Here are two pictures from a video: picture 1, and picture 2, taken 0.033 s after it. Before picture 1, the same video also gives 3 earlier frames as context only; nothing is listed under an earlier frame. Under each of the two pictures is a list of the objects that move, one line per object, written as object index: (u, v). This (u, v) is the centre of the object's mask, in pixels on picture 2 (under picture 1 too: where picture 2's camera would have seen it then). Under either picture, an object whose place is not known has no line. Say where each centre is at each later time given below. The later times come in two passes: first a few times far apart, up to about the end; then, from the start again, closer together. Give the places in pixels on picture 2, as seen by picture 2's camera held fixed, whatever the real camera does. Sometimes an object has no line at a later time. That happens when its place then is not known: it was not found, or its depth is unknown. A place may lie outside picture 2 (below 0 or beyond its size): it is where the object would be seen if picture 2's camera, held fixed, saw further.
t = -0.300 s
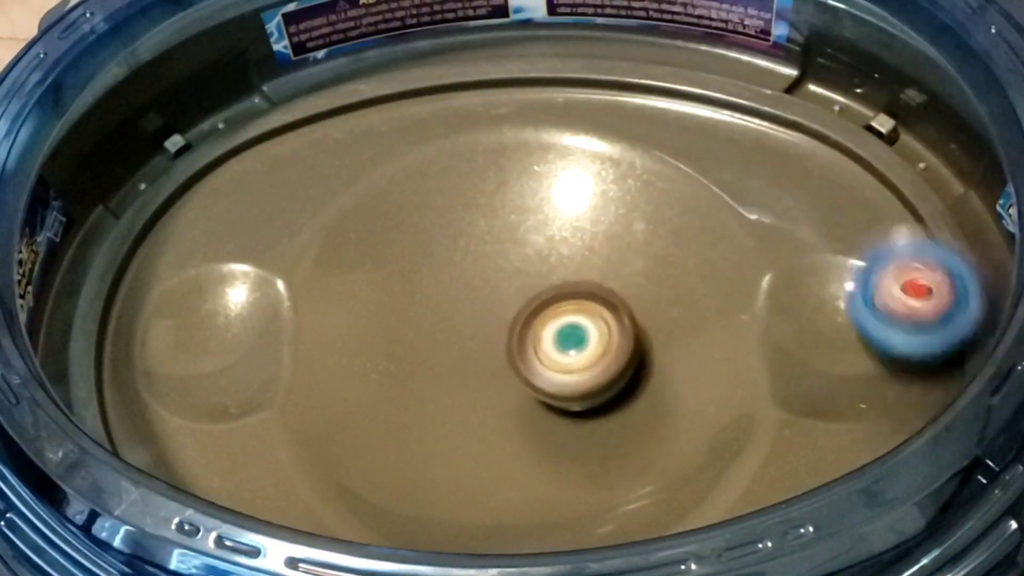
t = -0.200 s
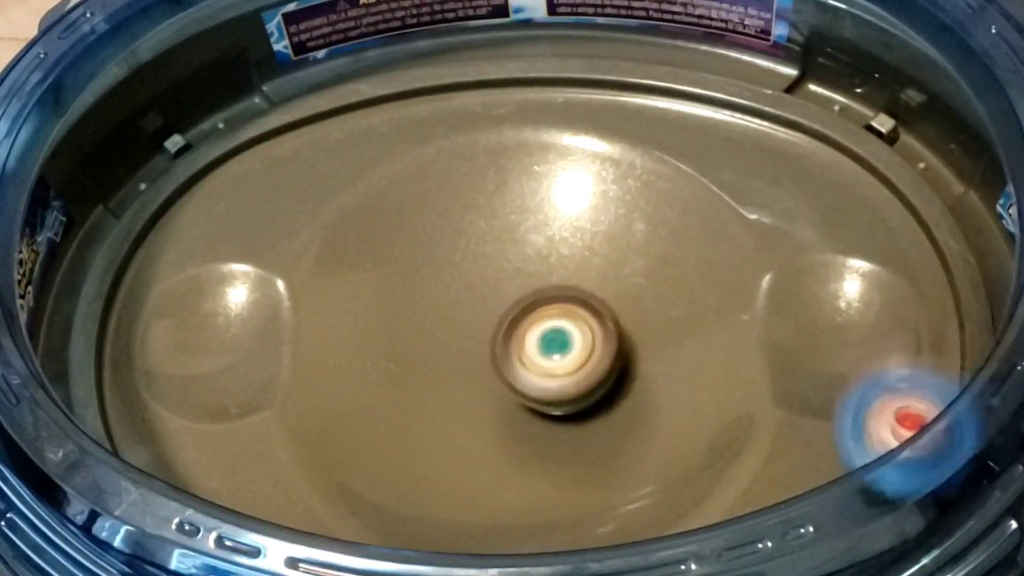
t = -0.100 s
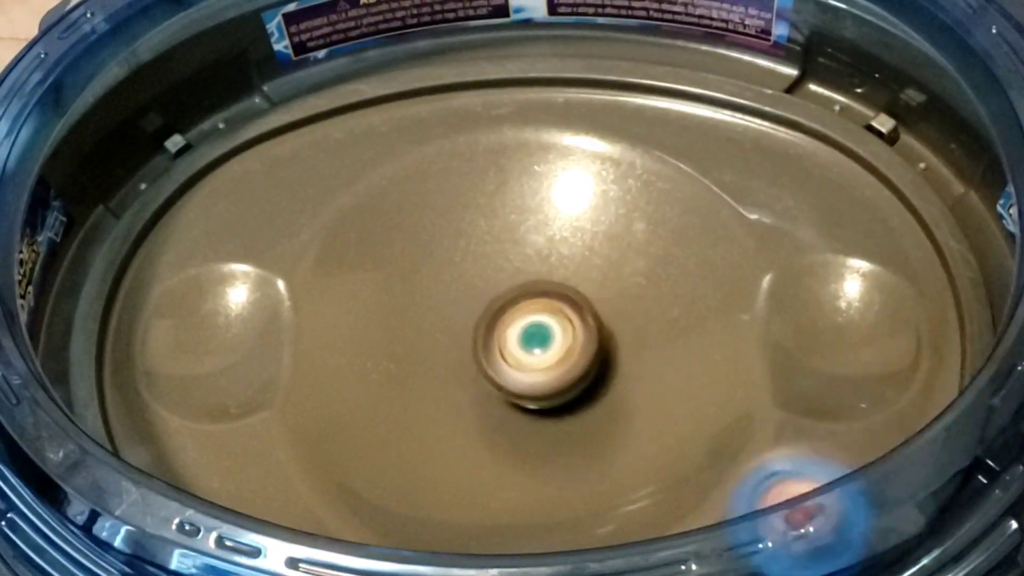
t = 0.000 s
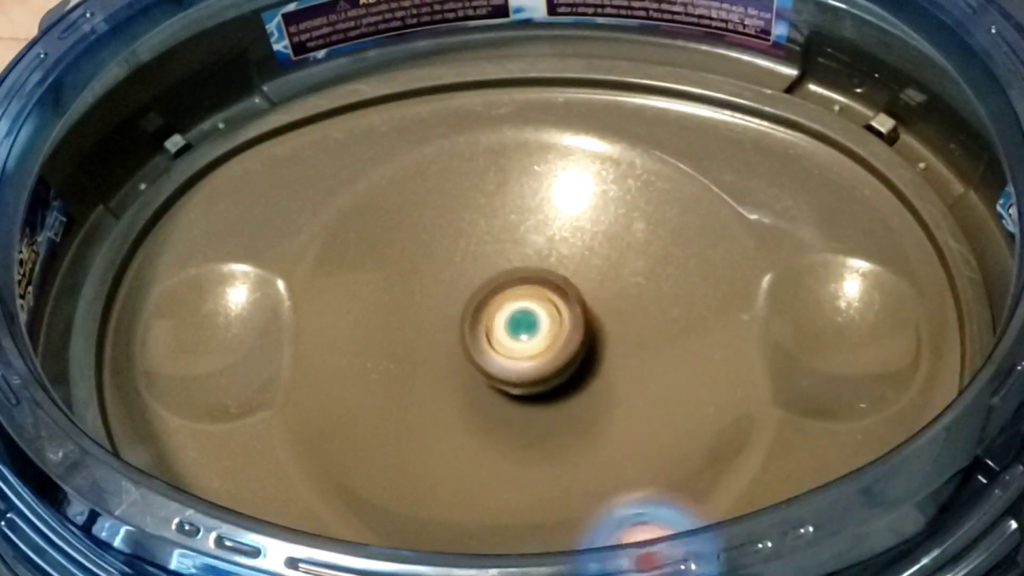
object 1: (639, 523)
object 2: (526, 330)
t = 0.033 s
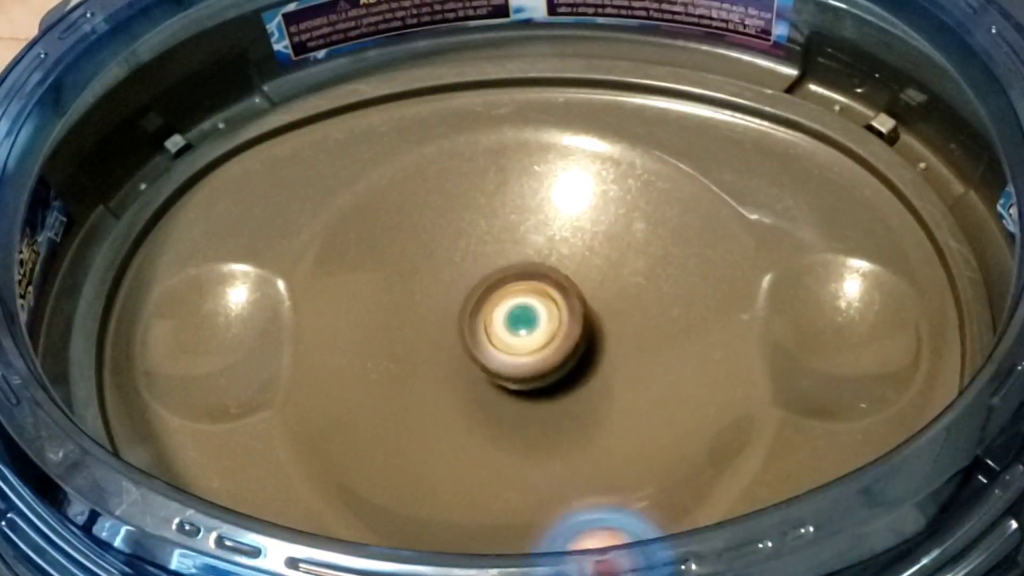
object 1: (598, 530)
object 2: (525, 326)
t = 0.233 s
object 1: (407, 497)
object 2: (534, 302)
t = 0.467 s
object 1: (424, 122)
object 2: (542, 315)
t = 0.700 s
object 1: (758, 272)
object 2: (516, 326)
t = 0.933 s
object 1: (725, 414)
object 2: (502, 320)
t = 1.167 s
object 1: (546, 488)
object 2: (369, 217)
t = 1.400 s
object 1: (475, 431)
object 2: (480, 224)
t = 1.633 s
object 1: (573, 448)
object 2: (566, 243)
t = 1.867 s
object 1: (563, 460)
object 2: (544, 341)
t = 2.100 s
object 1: (570, 479)
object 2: (457, 310)
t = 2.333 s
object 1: (620, 356)
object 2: (452, 306)
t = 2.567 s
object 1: (706, 292)
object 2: (483, 327)
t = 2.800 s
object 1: (629, 292)
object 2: (482, 381)
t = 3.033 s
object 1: (562, 261)
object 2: (486, 390)
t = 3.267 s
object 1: (479, 257)
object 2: (529, 386)
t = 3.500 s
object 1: (458, 288)
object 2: (561, 374)
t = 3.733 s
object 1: (438, 311)
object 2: (583, 358)
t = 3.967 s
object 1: (419, 331)
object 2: (582, 339)
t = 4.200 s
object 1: (446, 361)
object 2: (568, 311)
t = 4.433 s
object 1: (453, 403)
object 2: (562, 287)
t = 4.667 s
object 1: (529, 405)
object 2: (527, 282)
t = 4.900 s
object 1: (583, 401)
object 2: (497, 296)
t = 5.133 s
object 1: (598, 340)
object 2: (467, 323)
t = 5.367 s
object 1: (601, 281)
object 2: (460, 349)
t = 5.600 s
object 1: (548, 266)
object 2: (477, 380)
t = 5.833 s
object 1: (516, 259)
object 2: (499, 408)
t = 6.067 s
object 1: (460, 281)
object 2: (549, 418)
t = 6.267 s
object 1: (454, 303)
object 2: (576, 400)
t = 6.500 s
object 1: (444, 354)
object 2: (609, 352)
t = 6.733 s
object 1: (470, 376)
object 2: (597, 311)
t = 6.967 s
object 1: (525, 397)
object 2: (557, 277)
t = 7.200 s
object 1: (547, 386)
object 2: (506, 278)
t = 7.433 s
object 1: (611, 367)
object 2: (460, 308)
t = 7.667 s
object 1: (611, 346)
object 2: (455, 362)
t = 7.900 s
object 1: (550, 287)
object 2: (475, 408)
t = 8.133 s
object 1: (508, 261)
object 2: (535, 407)
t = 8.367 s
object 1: (479, 319)
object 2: (603, 371)
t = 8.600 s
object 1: (469, 388)
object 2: (614, 324)
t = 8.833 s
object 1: (518, 391)
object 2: (569, 288)
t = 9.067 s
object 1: (568, 374)
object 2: (495, 273)
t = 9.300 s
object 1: (568, 321)
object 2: (444, 307)
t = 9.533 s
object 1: (544, 286)
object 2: (444, 367)
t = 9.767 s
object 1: (535, 283)
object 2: (495, 414)
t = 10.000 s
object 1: (505, 327)
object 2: (585, 426)
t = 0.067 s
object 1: (560, 532)
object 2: (525, 321)
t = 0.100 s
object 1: (527, 531)
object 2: (525, 316)
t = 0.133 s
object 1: (500, 529)
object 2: (527, 312)
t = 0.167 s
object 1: (469, 522)
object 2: (529, 308)
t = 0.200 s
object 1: (438, 512)
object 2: (532, 304)
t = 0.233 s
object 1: (407, 497)
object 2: (534, 302)
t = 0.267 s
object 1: (380, 463)
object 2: (537, 303)
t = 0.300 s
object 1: (358, 415)
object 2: (538, 303)
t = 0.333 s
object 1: (348, 361)
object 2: (540, 304)
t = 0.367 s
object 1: (350, 300)
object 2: (542, 307)
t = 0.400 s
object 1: (362, 235)
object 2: (542, 310)
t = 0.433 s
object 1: (387, 175)
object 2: (542, 312)
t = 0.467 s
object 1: (424, 122)
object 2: (542, 315)
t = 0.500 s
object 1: (466, 79)
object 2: (540, 318)
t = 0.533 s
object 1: (510, 71)
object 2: (537, 322)
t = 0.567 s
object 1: (559, 100)
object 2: (533, 324)
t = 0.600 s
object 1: (613, 131)
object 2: (529, 325)
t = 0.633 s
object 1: (665, 169)
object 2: (524, 326)
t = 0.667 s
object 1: (713, 217)
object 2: (520, 326)
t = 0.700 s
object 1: (758, 272)
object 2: (516, 326)
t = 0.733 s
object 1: (800, 336)
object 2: (512, 326)
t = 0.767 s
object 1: (848, 379)
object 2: (508, 325)
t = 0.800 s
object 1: (896, 417)
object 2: (508, 324)
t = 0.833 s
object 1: (897, 434)
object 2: (503, 321)
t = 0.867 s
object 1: (831, 424)
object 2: (502, 320)
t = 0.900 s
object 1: (779, 421)
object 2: (502, 320)
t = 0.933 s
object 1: (725, 414)
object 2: (502, 320)
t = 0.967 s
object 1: (668, 413)
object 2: (502, 320)
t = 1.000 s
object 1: (604, 408)
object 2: (501, 320)
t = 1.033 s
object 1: (564, 406)
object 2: (489, 310)
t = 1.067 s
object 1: (564, 433)
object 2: (447, 283)
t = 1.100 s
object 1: (562, 463)
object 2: (409, 254)
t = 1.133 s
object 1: (556, 479)
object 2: (386, 235)
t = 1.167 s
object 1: (546, 488)
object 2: (369, 217)
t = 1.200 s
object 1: (532, 494)
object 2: (366, 207)
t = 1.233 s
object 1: (517, 495)
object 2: (375, 202)
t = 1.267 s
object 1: (502, 492)
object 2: (389, 199)
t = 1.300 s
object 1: (489, 484)
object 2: (409, 200)
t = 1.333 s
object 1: (479, 472)
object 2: (432, 204)
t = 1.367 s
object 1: (474, 453)
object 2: (457, 212)
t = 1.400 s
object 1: (475, 431)
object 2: (480, 224)
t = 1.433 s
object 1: (481, 408)
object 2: (505, 238)
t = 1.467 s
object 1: (492, 382)
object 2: (522, 254)
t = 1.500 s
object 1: (509, 382)
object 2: (537, 250)
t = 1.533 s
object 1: (527, 402)
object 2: (549, 238)
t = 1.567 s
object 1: (545, 419)
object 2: (557, 232)
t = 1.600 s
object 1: (561, 434)
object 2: (564, 233)
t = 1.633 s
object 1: (573, 448)
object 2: (566, 243)
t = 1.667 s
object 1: (583, 458)
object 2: (564, 255)
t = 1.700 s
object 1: (587, 466)
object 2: (563, 269)
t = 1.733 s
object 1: (588, 471)
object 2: (562, 283)
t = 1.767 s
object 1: (584, 473)
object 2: (559, 298)
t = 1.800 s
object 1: (577, 472)
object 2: (557, 315)
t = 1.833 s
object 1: (569, 466)
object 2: (550, 329)
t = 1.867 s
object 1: (563, 460)
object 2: (544, 341)
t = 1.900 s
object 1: (557, 455)
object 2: (538, 349)
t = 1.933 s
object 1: (568, 465)
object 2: (517, 342)
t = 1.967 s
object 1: (577, 476)
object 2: (496, 331)
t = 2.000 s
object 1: (579, 483)
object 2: (479, 321)
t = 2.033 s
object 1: (580, 485)
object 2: (467, 315)
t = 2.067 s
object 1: (575, 483)
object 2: (460, 312)
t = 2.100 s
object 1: (570, 479)
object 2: (457, 310)
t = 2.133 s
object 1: (566, 470)
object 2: (457, 309)
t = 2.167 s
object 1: (562, 456)
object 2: (459, 310)
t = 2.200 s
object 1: (559, 435)
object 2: (461, 310)
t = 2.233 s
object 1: (559, 414)
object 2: (465, 312)
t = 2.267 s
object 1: (563, 389)
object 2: (469, 312)
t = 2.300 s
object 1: (591, 371)
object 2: (460, 309)
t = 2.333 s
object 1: (620, 356)
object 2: (452, 306)
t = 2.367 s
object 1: (647, 339)
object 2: (448, 306)
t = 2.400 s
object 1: (671, 323)
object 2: (451, 306)
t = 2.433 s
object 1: (689, 310)
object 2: (455, 309)
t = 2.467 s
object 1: (703, 300)
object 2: (460, 312)
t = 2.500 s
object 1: (709, 294)
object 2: (467, 317)
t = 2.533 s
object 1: (711, 291)
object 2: (474, 321)
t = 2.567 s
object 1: (706, 292)
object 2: (483, 327)
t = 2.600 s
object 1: (695, 296)
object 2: (489, 332)
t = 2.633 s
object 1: (680, 301)
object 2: (496, 337)
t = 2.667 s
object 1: (661, 308)
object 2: (502, 342)
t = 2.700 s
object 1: (641, 315)
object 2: (507, 348)
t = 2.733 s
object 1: (631, 311)
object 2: (501, 358)
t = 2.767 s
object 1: (631, 301)
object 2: (490, 373)
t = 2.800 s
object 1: (629, 292)
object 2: (482, 381)
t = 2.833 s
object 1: (625, 286)
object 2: (478, 388)
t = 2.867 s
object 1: (618, 280)
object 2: (476, 391)
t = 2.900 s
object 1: (610, 274)
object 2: (475, 393)
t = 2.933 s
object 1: (601, 270)
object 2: (477, 393)
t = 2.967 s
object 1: (588, 266)
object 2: (479, 393)
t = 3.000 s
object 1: (576, 264)
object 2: (482, 392)
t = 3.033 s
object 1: (562, 261)
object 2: (486, 390)
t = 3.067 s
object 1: (549, 260)
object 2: (491, 389)
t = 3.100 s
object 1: (536, 261)
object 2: (496, 388)
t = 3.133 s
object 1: (523, 261)
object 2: (501, 387)
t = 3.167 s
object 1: (511, 260)
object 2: (508, 386)
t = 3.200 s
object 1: (499, 258)
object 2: (516, 387)
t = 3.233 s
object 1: (489, 257)
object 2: (522, 388)
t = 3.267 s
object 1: (479, 257)
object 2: (529, 386)
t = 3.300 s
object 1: (473, 259)
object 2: (533, 384)
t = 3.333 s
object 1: (468, 262)
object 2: (538, 383)
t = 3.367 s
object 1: (464, 266)
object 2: (544, 382)
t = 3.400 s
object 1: (460, 271)
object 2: (548, 380)
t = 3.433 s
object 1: (459, 277)
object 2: (552, 377)
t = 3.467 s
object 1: (458, 282)
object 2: (556, 376)
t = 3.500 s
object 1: (458, 288)
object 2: (561, 374)
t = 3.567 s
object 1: (455, 297)
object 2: (569, 369)
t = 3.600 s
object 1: (451, 301)
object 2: (572, 367)
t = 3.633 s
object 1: (447, 304)
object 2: (576, 365)
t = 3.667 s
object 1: (443, 307)
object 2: (580, 362)
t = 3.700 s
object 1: (440, 310)
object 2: (581, 360)
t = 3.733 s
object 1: (438, 311)
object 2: (583, 358)
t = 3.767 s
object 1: (435, 312)
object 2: (584, 355)
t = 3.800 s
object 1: (433, 313)
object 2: (584, 353)
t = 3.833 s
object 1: (430, 315)
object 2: (585, 350)
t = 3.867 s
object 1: (427, 318)
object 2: (585, 347)
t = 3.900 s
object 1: (423, 324)
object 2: (584, 345)
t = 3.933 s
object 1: (421, 328)
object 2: (583, 342)
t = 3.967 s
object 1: (419, 331)
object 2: (582, 339)
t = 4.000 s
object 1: (419, 335)
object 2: (580, 336)
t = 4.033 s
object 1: (421, 337)
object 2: (577, 333)
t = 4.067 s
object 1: (424, 340)
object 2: (575, 330)
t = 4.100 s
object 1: (428, 344)
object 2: (573, 327)
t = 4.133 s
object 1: (435, 347)
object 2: (571, 322)
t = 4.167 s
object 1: (443, 351)
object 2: (568, 318)
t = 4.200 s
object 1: (446, 361)
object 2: (568, 311)
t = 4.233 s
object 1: (445, 372)
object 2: (571, 302)
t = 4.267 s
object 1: (444, 381)
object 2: (573, 296)
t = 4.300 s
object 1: (444, 389)
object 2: (572, 291)
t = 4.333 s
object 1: (444, 396)
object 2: (571, 289)
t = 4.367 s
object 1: (446, 399)
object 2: (569, 288)
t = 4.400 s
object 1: (448, 401)
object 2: (565, 287)
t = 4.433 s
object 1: (453, 403)
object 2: (562, 287)
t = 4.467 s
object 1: (460, 403)
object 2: (559, 287)
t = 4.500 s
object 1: (468, 402)
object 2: (554, 287)
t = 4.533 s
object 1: (479, 400)
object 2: (550, 288)
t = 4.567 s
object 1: (491, 397)
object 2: (545, 288)
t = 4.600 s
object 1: (504, 397)
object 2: (539, 286)
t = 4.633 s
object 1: (518, 401)
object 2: (533, 283)
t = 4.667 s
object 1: (529, 405)
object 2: (527, 282)
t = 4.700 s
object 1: (539, 407)
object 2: (522, 282)
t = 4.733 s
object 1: (549, 409)
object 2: (517, 283)
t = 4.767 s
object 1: (558, 409)
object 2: (513, 285)
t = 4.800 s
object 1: (566, 408)
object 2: (508, 287)
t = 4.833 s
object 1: (574, 407)
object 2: (505, 290)
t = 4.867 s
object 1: (580, 404)
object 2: (501, 293)
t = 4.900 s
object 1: (583, 401)
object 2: (497, 296)
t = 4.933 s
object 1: (586, 396)
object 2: (493, 299)
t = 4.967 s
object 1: (588, 389)
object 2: (489, 302)
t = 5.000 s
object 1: (589, 381)
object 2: (485, 306)
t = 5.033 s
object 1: (590, 371)
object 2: (481, 310)
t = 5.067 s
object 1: (591, 361)
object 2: (477, 314)
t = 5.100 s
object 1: (595, 350)
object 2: (472, 318)
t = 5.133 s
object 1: (598, 340)
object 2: (467, 323)
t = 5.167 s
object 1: (602, 331)
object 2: (464, 326)
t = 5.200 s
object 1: (604, 321)
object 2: (462, 331)
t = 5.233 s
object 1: (605, 311)
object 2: (461, 334)
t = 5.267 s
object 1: (606, 303)
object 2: (459, 338)
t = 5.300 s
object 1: (605, 294)
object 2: (457, 342)
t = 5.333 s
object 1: (603, 287)
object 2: (458, 345)
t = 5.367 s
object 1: (601, 281)
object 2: (460, 349)
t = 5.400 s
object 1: (597, 277)
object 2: (462, 353)
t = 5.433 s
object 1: (592, 275)
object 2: (463, 356)
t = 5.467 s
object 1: (586, 273)
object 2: (467, 360)
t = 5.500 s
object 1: (577, 272)
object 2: (470, 364)
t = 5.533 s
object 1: (567, 272)
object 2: (473, 367)
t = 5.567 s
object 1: (557, 273)
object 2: (476, 372)
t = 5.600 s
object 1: (548, 266)
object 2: (477, 380)
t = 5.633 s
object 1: (542, 258)
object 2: (479, 390)
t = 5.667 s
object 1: (537, 254)
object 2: (483, 396)
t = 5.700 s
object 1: (533, 251)
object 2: (486, 401)
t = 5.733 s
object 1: (529, 250)
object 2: (488, 405)
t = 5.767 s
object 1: (525, 251)
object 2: (492, 406)
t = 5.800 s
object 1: (520, 254)
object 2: (496, 408)
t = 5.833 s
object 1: (516, 259)
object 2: (499, 408)
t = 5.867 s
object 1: (510, 266)
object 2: (504, 409)
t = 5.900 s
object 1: (504, 275)
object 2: (511, 409)
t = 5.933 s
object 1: (497, 283)
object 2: (515, 408)
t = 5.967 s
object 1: (485, 285)
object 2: (524, 413)
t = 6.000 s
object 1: (474, 282)
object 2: (534, 417)
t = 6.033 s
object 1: (466, 281)
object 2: (541, 418)
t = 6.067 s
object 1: (460, 281)
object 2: (549, 418)
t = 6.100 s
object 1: (455, 282)
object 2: (554, 417)
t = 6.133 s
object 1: (453, 285)
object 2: (559, 415)
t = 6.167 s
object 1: (452, 288)
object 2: (564, 412)
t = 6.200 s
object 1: (451, 292)
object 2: (568, 409)
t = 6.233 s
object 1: (451, 296)
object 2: (572, 405)
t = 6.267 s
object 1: (454, 303)
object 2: (576, 400)
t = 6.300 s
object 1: (459, 311)
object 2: (579, 395)
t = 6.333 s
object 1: (464, 321)
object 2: (582, 389)
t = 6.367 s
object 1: (463, 331)
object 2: (588, 382)
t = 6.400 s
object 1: (454, 339)
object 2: (598, 375)
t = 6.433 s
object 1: (449, 344)
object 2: (603, 367)
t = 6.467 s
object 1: (446, 349)
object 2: (607, 359)
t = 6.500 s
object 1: (444, 354)
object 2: (609, 352)
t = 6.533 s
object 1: (442, 360)
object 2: (610, 346)
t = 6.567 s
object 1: (443, 364)
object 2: (609, 339)
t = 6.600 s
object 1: (444, 367)
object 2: (608, 334)
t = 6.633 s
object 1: (449, 370)
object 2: (605, 327)
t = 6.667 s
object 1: (455, 373)
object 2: (603, 322)
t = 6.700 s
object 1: (461, 375)
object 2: (601, 316)
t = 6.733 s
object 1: (470, 376)
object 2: (597, 311)
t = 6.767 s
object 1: (480, 376)
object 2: (592, 307)
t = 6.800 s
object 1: (491, 376)
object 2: (589, 301)
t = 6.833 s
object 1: (499, 380)
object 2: (584, 294)
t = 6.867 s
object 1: (506, 382)
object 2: (579, 289)
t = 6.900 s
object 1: (517, 386)
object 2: (573, 284)
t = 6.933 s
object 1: (521, 392)
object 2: (565, 279)
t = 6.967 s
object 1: (525, 397)
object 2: (557, 277)
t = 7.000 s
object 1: (529, 400)
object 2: (550, 275)
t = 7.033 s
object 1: (533, 401)
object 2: (543, 274)
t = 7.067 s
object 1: (538, 401)
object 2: (534, 274)
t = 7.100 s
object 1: (538, 400)
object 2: (527, 274)
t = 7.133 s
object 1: (541, 396)
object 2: (520, 275)
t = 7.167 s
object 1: (545, 390)
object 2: (513, 275)
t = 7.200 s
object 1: (547, 386)
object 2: (506, 278)
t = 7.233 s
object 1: (549, 380)
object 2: (499, 279)
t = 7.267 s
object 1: (554, 373)
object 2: (490, 282)
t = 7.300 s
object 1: (569, 369)
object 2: (484, 285)
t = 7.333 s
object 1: (580, 368)
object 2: (471, 290)
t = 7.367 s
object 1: (592, 367)
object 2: (467, 296)
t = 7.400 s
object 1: (604, 367)
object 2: (463, 301)
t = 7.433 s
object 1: (611, 367)
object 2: (460, 308)
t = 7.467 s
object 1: (616, 365)
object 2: (458, 314)
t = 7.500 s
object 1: (622, 363)
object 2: (457, 322)
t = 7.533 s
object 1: (624, 361)
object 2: (455, 330)
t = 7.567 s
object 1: (623, 357)
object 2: (456, 338)
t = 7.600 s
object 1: (623, 354)
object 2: (456, 347)
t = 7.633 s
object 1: (617, 351)
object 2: (454, 355)
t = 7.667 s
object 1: (611, 346)
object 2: (455, 362)
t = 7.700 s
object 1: (604, 342)
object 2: (458, 370)
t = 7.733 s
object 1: (593, 338)
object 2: (461, 376)
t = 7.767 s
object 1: (581, 332)
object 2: (464, 382)
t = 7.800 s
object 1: (569, 326)
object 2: (466, 389)
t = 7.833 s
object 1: (561, 310)
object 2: (467, 397)
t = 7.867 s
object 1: (557, 297)
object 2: (469, 403)
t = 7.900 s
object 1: (550, 287)
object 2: (475, 408)
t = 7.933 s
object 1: (543, 277)
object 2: (482, 411)
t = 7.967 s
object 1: (538, 270)
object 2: (489, 412)
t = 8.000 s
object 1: (530, 265)
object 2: (497, 413)
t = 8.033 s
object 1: (525, 260)
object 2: (506, 412)
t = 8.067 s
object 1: (518, 260)
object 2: (515, 411)
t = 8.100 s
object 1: (512, 260)
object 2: (525, 409)
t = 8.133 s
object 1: (508, 261)
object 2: (535, 407)
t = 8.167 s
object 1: (502, 265)
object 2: (546, 404)
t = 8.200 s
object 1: (497, 270)
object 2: (555, 400)
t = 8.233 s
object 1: (494, 277)
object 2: (566, 396)
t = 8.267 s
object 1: (489, 286)
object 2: (576, 391)
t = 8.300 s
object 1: (487, 295)
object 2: (585, 385)
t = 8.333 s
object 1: (485, 307)
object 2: (594, 378)
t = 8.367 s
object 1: (479, 319)
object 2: (603, 371)
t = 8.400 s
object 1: (476, 333)
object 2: (609, 364)
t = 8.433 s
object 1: (470, 344)
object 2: (614, 356)
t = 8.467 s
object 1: (469, 354)
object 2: (617, 349)
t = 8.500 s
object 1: (466, 365)
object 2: (619, 341)
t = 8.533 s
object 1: (466, 373)
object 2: (619, 335)
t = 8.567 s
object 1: (467, 383)
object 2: (617, 329)
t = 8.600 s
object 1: (469, 388)
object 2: (614, 324)
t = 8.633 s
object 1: (474, 394)
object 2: (611, 318)
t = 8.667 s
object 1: (476, 398)
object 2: (607, 313)
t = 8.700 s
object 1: (484, 398)
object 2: (601, 307)
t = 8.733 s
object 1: (491, 400)
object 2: (594, 303)
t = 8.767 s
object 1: (499, 397)
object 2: (586, 299)
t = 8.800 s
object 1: (509, 395)
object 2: (579, 293)
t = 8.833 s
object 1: (518, 391)
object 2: (569, 288)
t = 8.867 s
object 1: (530, 384)
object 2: (561, 281)
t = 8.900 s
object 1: (540, 384)
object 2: (551, 276)
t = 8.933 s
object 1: (550, 384)
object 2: (536, 271)
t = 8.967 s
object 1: (555, 385)
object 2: (523, 271)
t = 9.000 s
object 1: (561, 381)
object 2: (513, 272)
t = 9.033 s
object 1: (564, 379)
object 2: (502, 273)
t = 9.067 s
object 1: (568, 374)
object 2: (495, 273)
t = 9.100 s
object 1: (571, 369)
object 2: (485, 278)
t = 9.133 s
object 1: (572, 362)
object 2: (476, 282)
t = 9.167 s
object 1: (573, 355)
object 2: (467, 286)
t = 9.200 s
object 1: (570, 347)
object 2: (461, 290)
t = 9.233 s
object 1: (569, 339)
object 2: (456, 294)
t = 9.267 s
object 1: (566, 330)
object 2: (449, 300)
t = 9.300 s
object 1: (568, 321)
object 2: (444, 307)
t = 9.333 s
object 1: (566, 313)
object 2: (441, 314)
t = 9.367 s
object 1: (564, 307)
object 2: (439, 321)
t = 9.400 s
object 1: (561, 303)
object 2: (438, 331)
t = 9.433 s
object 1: (559, 298)
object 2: (438, 339)
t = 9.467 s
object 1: (554, 295)
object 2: (440, 347)
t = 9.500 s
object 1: (550, 291)
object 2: (442, 355)
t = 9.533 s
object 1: (544, 286)
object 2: (444, 367)
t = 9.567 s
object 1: (548, 280)
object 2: (448, 378)
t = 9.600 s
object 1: (546, 277)
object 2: (454, 387)
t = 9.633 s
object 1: (545, 274)
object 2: (461, 394)
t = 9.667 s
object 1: (543, 274)
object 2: (469, 401)
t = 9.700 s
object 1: (540, 275)
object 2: (478, 406)
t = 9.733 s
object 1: (536, 279)
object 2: (486, 410)
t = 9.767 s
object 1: (535, 283)
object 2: (495, 414)
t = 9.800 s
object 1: (532, 289)
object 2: (507, 417)
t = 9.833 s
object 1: (530, 296)
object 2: (516, 418)
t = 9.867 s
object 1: (524, 303)
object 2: (527, 420)
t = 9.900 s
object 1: (517, 305)
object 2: (545, 426)
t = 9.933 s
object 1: (511, 314)
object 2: (560, 428)
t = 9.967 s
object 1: (509, 321)
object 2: (573, 427)
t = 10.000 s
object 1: (505, 327)
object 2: (585, 426)
